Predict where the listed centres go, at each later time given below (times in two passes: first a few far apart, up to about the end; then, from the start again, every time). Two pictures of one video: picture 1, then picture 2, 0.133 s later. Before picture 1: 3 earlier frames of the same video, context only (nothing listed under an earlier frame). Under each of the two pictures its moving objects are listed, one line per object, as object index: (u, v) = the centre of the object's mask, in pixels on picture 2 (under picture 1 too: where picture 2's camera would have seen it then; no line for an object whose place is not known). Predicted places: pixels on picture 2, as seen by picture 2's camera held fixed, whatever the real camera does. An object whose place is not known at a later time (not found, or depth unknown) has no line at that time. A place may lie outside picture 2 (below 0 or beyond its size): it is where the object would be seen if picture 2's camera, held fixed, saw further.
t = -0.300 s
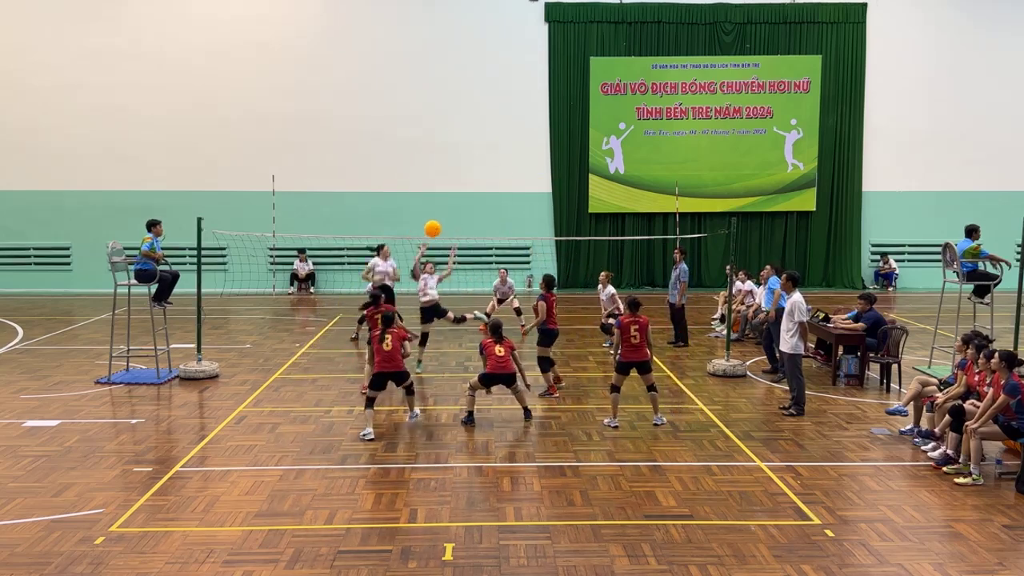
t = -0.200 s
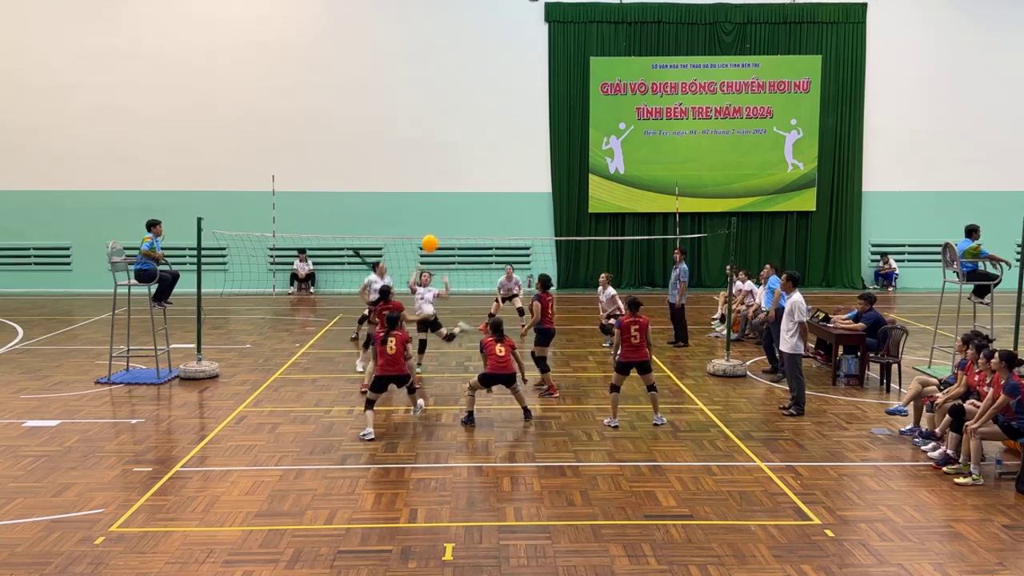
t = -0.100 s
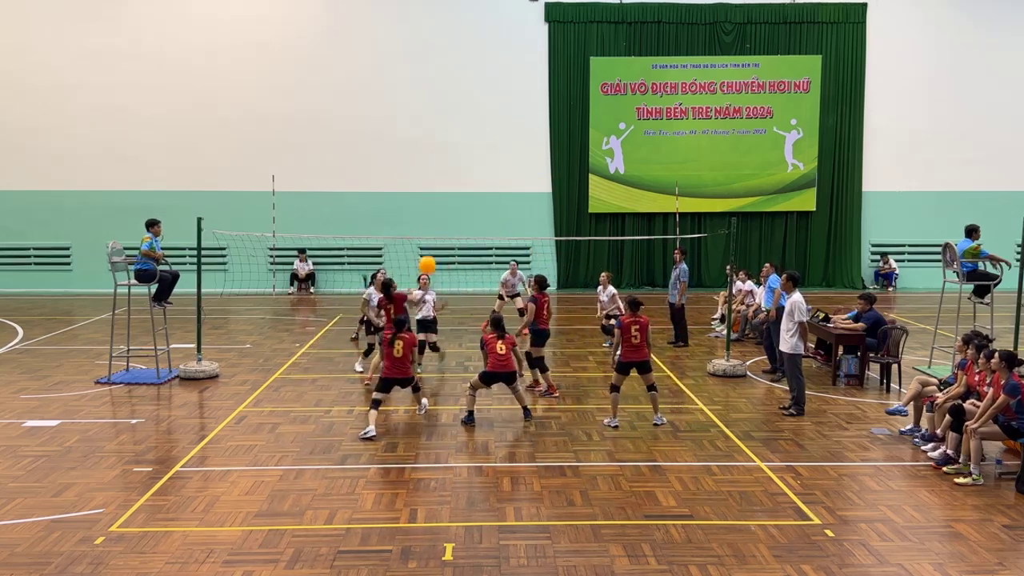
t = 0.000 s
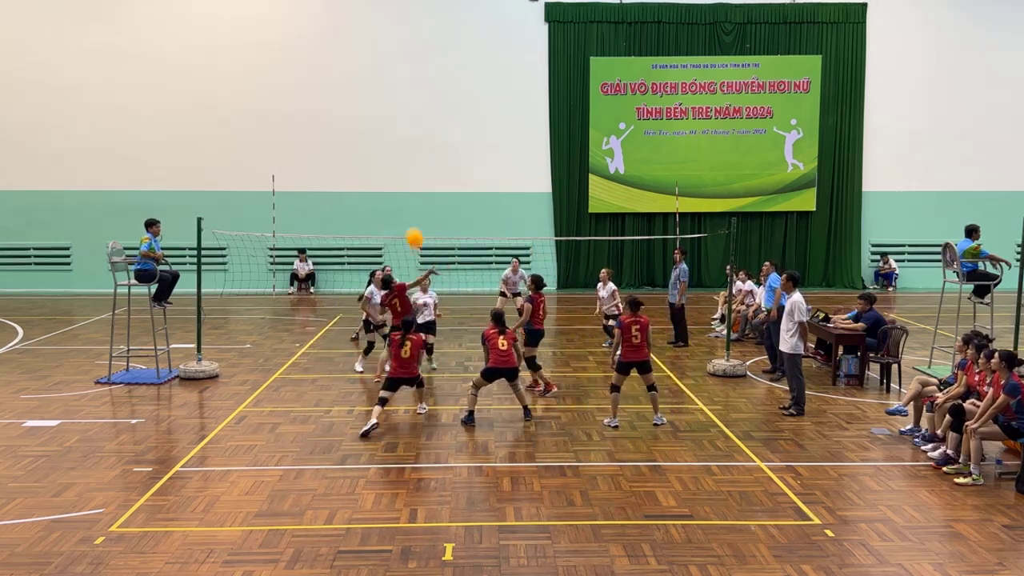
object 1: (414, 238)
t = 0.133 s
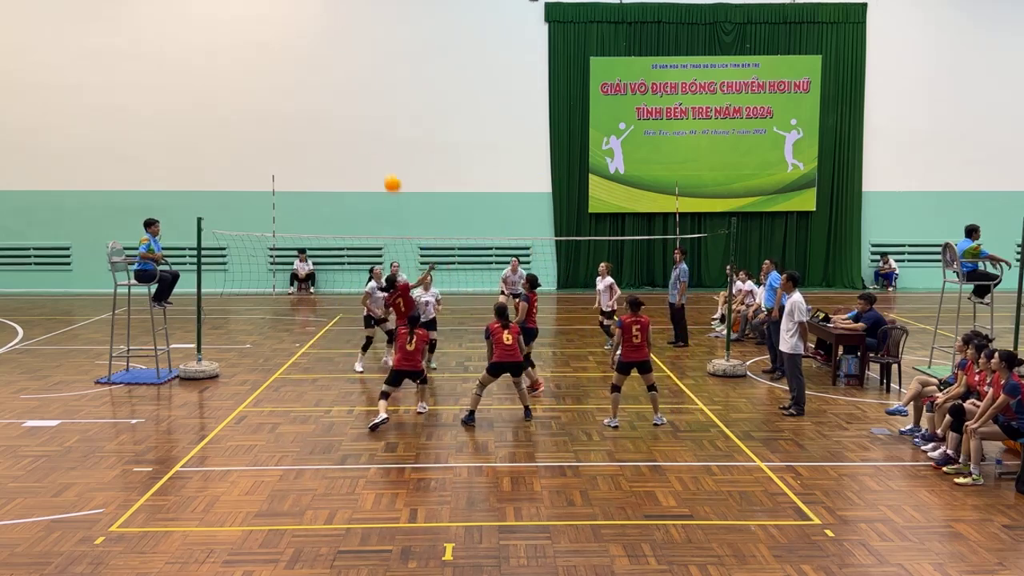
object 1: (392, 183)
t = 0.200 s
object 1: (382, 162)
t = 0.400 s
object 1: (354, 117)
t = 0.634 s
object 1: (324, 102)
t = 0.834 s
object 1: (303, 117)
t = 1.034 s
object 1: (284, 156)
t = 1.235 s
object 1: (268, 213)
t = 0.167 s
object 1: (387, 172)
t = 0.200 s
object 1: (382, 162)
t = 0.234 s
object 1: (377, 152)
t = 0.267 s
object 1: (372, 143)
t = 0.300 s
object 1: (367, 136)
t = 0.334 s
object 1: (362, 128)
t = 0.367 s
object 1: (358, 122)
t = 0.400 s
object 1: (354, 117)
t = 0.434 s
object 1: (349, 112)
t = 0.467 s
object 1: (345, 109)
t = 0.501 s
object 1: (341, 106)
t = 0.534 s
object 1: (336, 104)
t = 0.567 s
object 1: (332, 102)
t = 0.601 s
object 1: (328, 102)
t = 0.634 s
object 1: (324, 102)
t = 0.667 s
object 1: (321, 103)
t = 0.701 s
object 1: (317, 104)
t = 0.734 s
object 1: (313, 107)
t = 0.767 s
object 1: (310, 110)
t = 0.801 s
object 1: (306, 113)
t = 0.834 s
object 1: (303, 117)
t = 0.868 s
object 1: (299, 123)
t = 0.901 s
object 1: (296, 128)
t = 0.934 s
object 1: (293, 134)
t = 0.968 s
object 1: (290, 141)
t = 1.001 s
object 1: (287, 148)
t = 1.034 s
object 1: (284, 156)
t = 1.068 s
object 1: (281, 164)
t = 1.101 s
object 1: (278, 173)
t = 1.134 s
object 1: (276, 182)
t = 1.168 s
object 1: (273, 193)
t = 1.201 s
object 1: (270, 202)
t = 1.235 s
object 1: (268, 213)
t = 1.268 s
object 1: (266, 223)
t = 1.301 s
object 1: (264, 235)
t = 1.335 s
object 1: (262, 247)
